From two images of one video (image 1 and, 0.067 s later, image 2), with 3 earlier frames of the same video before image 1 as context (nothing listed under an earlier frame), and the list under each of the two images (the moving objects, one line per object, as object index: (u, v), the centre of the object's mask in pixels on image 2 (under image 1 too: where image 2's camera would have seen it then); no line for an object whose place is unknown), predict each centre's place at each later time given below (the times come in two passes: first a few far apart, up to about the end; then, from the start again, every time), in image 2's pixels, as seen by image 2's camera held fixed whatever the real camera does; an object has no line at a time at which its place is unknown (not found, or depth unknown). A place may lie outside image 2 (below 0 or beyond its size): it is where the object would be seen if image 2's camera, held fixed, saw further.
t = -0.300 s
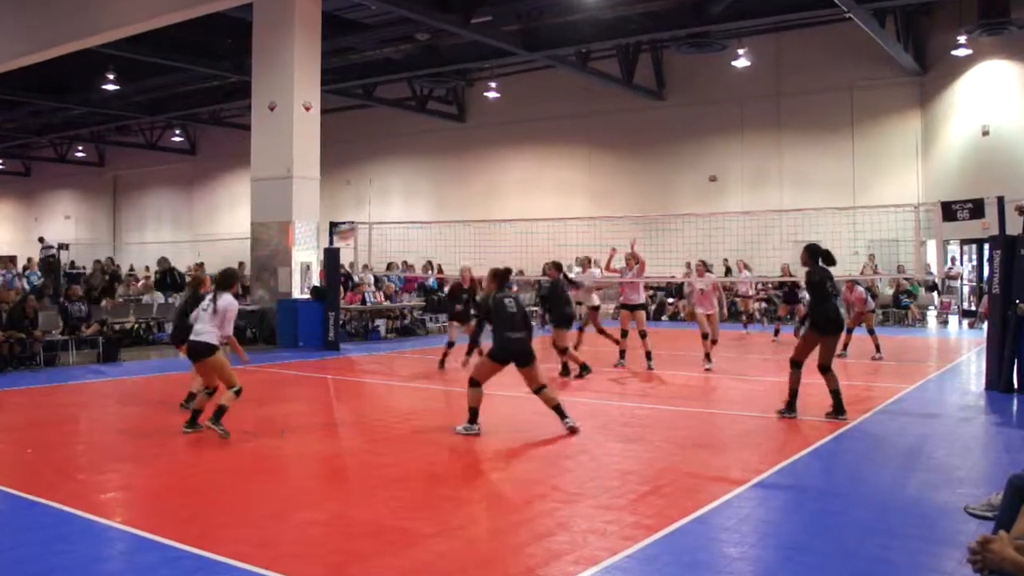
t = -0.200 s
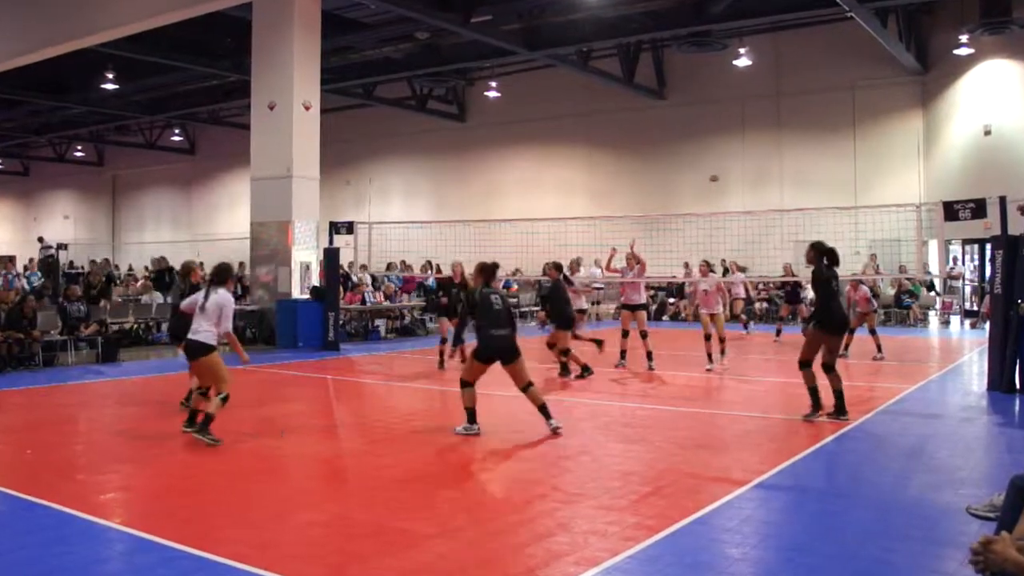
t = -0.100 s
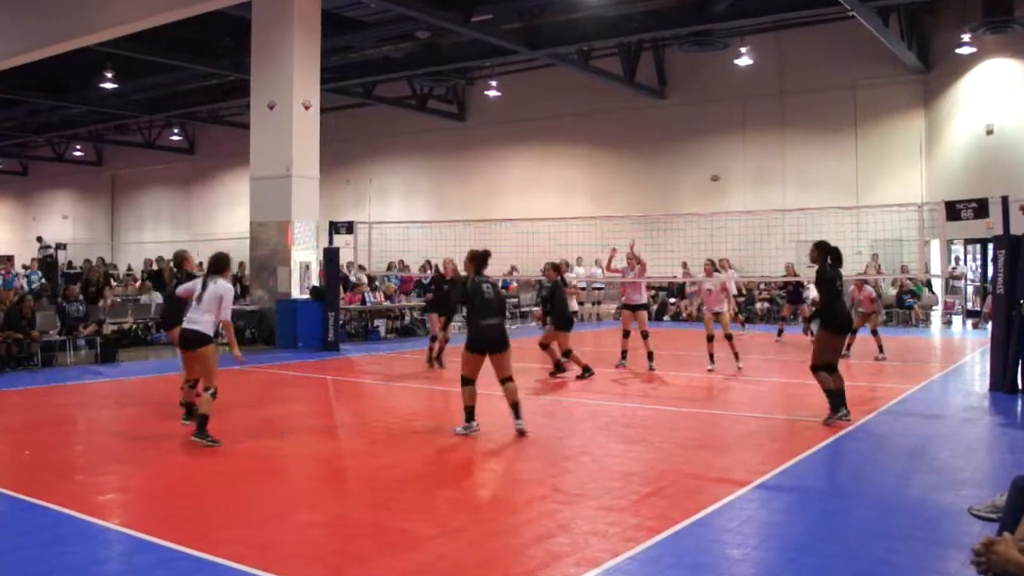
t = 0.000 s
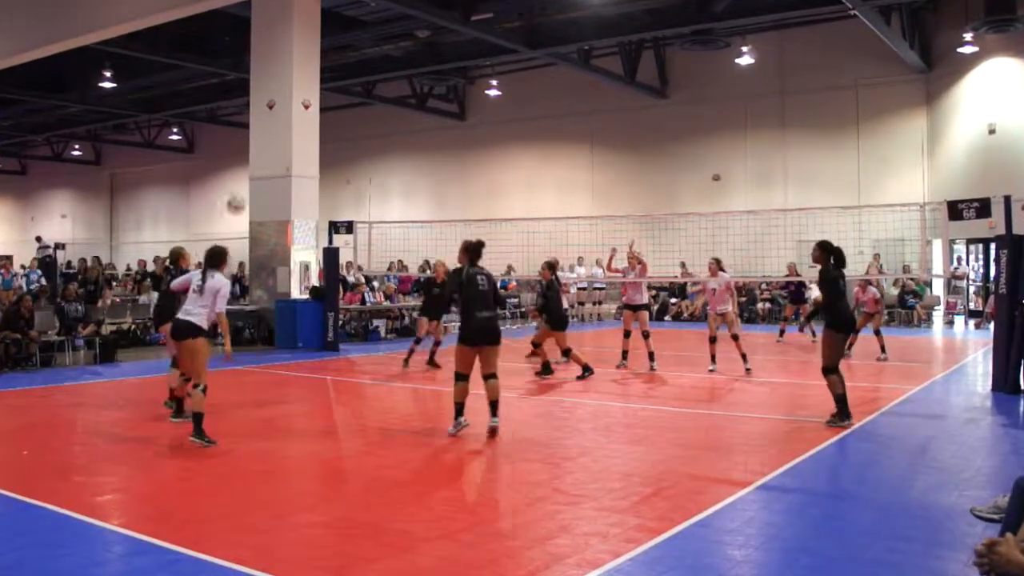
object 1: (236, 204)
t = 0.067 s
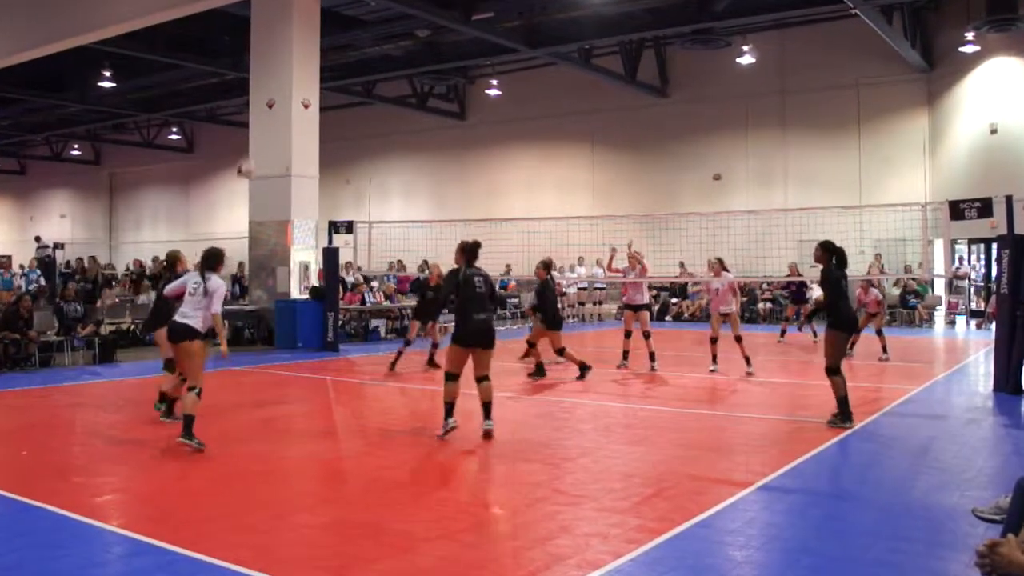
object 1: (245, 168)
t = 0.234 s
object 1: (268, 100)
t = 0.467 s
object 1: (296, 48)
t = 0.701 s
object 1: (322, 44)
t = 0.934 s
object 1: (347, 83)
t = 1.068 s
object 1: (362, 122)
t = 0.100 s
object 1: (247, 151)
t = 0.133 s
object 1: (256, 139)
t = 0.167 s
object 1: (260, 124)
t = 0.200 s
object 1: (262, 111)
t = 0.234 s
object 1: (268, 100)
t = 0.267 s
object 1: (270, 92)
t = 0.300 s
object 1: (274, 81)
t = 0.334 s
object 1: (278, 73)
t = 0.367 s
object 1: (283, 65)
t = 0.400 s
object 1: (288, 58)
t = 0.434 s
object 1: (290, 53)
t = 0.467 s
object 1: (296, 48)
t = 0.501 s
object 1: (299, 45)
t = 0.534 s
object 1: (301, 43)
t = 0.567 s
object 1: (305, 42)
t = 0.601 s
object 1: (311, 40)
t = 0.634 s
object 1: (314, 41)
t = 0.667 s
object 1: (319, 42)
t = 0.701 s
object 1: (322, 44)
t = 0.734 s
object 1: (326, 46)
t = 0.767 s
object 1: (330, 51)
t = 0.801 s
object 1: (332, 54)
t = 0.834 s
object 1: (336, 60)
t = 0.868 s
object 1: (339, 67)
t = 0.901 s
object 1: (343, 74)
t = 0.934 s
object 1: (347, 83)
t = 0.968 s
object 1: (351, 91)
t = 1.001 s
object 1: (355, 101)
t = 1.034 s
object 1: (359, 111)
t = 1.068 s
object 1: (362, 122)
